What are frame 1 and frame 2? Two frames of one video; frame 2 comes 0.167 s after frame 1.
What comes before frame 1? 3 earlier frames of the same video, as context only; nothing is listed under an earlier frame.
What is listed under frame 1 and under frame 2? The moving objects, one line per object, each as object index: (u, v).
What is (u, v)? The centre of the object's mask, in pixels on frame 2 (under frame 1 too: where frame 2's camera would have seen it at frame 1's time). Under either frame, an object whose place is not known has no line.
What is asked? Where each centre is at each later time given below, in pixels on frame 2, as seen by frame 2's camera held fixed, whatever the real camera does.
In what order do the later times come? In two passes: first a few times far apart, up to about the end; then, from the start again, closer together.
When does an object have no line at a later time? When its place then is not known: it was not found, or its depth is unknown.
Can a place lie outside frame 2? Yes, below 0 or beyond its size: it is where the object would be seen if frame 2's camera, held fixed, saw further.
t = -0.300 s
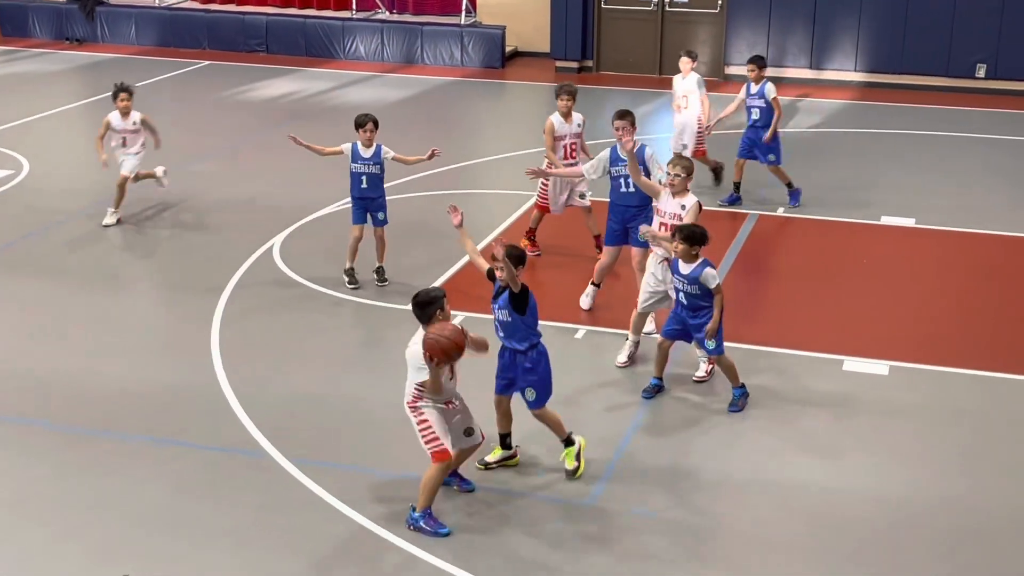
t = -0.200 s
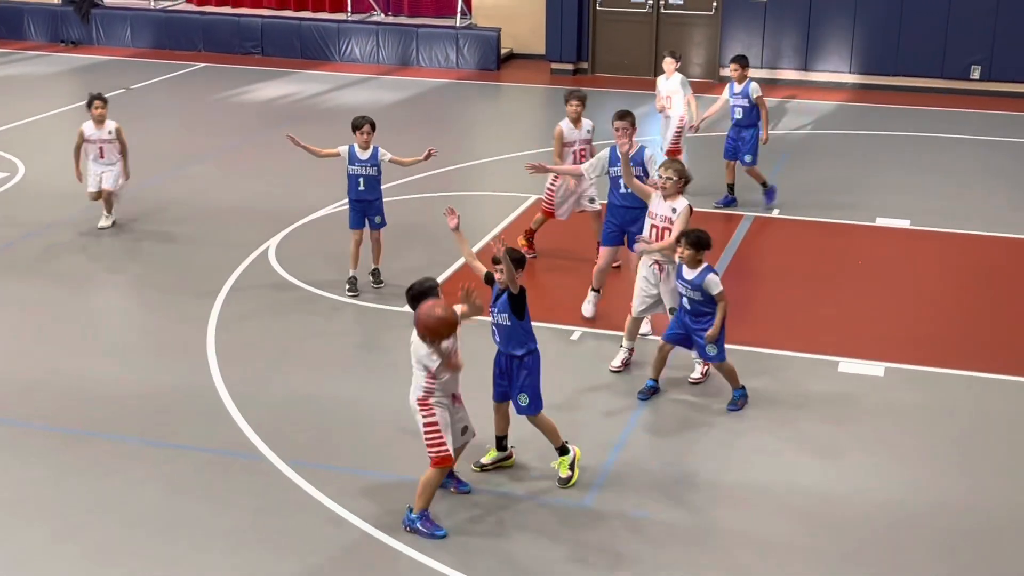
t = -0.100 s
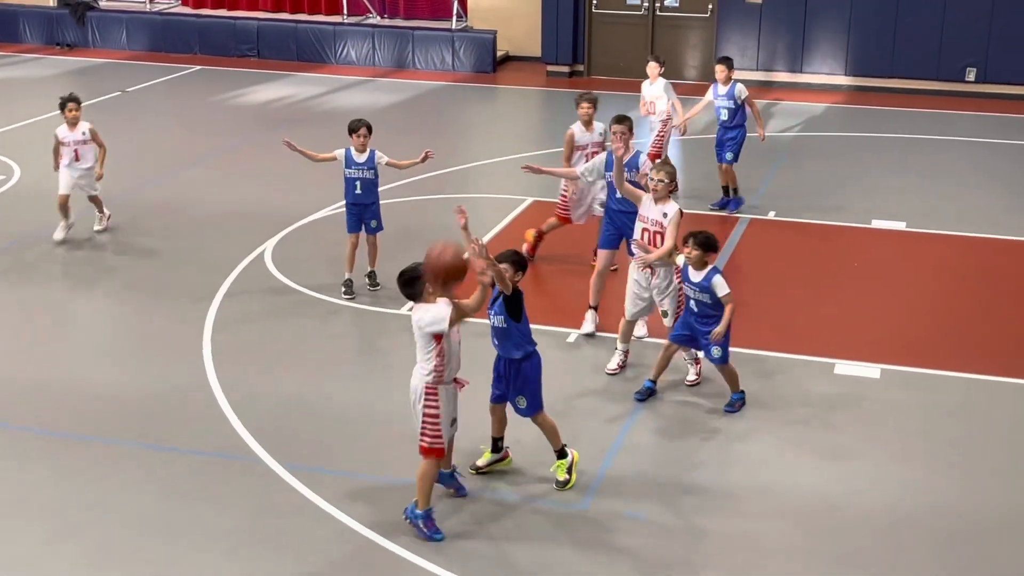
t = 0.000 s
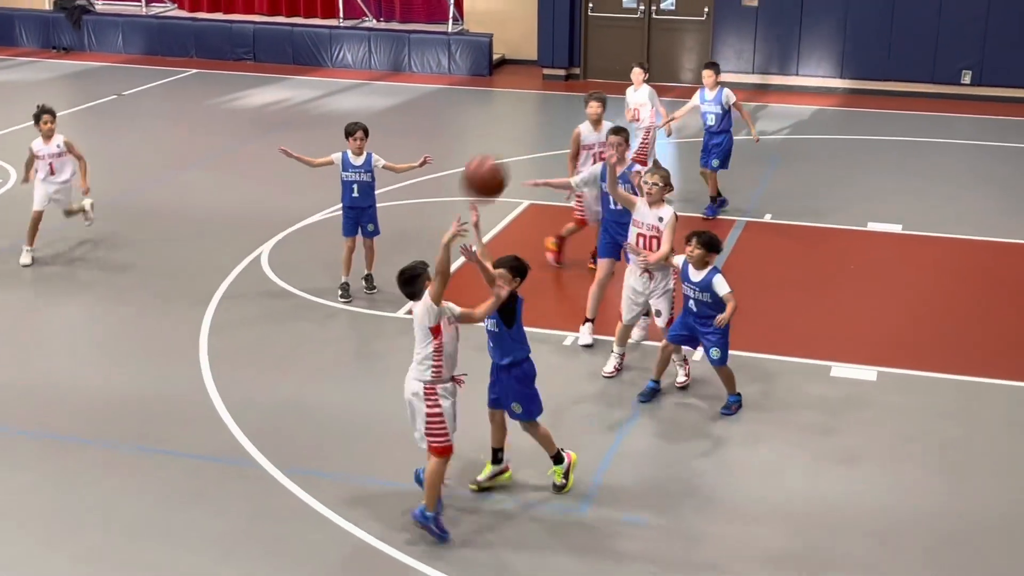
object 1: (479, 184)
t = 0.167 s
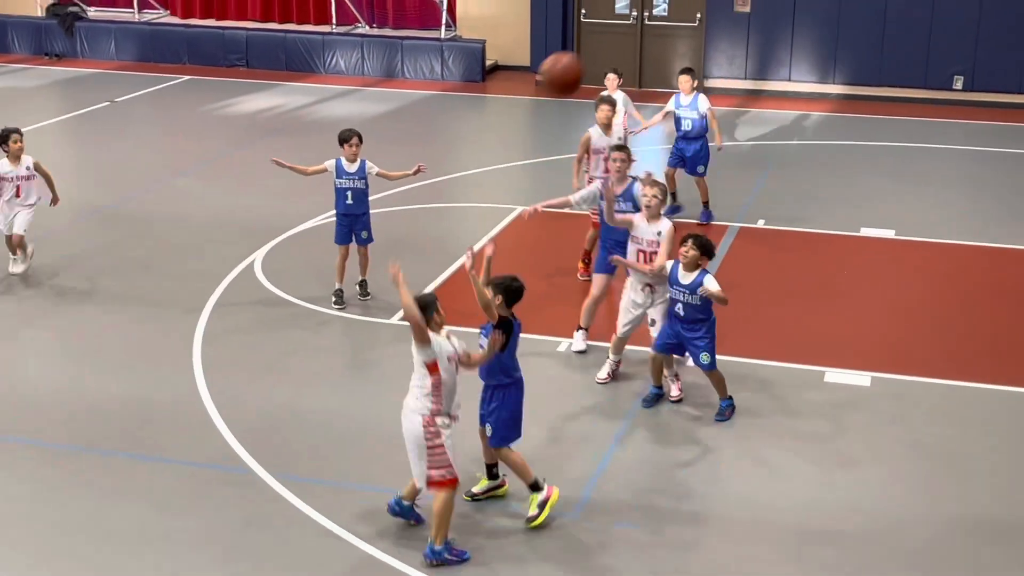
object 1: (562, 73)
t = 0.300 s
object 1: (623, 29)
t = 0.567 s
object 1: (727, 33)
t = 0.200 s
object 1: (577, 59)
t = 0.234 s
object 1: (592, 46)
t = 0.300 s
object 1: (623, 29)
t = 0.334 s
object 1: (637, 23)
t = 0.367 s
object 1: (651, 19)
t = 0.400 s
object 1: (664, 16)
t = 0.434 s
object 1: (678, 16)
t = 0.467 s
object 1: (690, 18)
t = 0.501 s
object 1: (703, 22)
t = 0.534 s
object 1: (715, 27)
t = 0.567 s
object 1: (727, 33)
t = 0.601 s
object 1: (738, 43)
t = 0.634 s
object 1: (749, 54)
